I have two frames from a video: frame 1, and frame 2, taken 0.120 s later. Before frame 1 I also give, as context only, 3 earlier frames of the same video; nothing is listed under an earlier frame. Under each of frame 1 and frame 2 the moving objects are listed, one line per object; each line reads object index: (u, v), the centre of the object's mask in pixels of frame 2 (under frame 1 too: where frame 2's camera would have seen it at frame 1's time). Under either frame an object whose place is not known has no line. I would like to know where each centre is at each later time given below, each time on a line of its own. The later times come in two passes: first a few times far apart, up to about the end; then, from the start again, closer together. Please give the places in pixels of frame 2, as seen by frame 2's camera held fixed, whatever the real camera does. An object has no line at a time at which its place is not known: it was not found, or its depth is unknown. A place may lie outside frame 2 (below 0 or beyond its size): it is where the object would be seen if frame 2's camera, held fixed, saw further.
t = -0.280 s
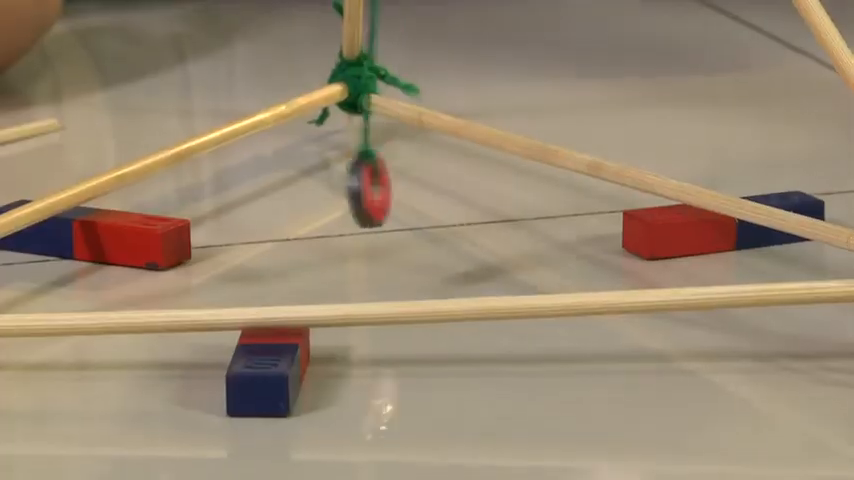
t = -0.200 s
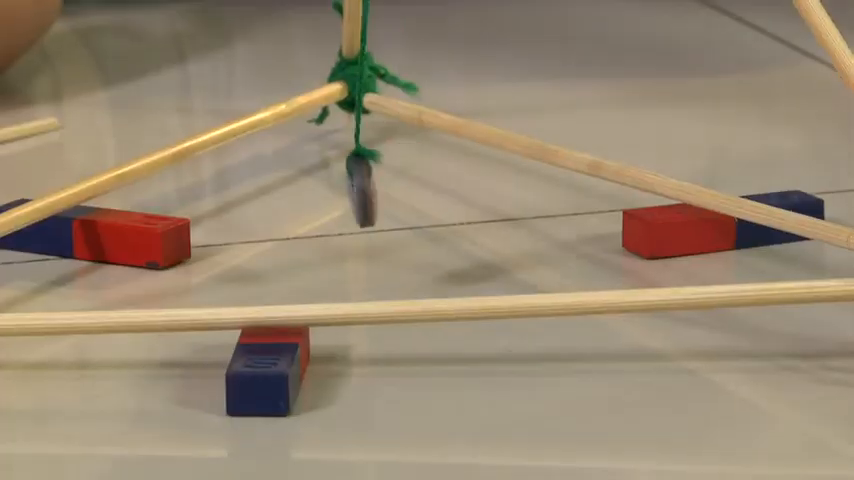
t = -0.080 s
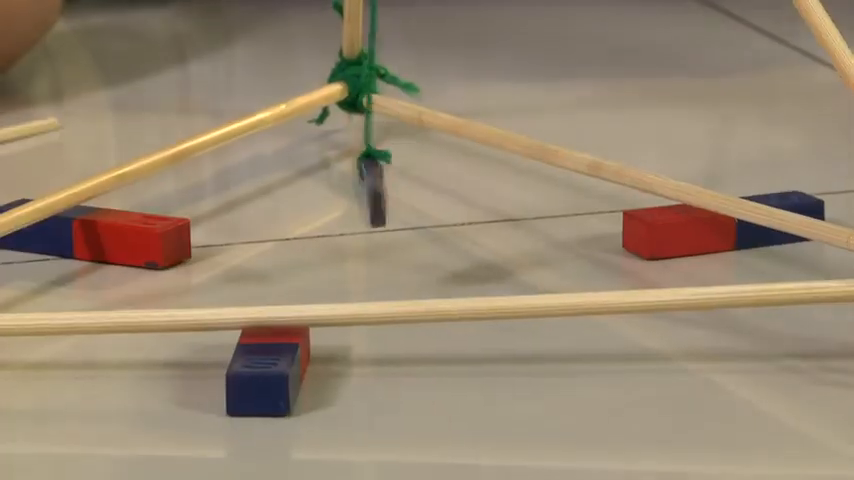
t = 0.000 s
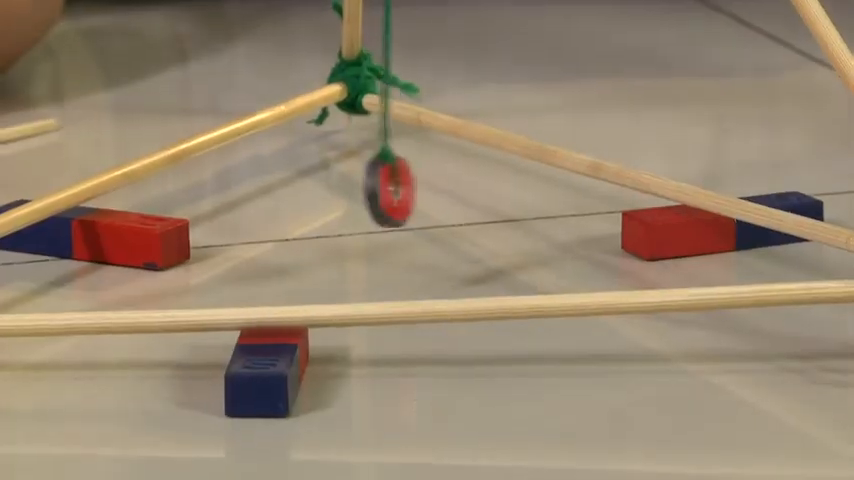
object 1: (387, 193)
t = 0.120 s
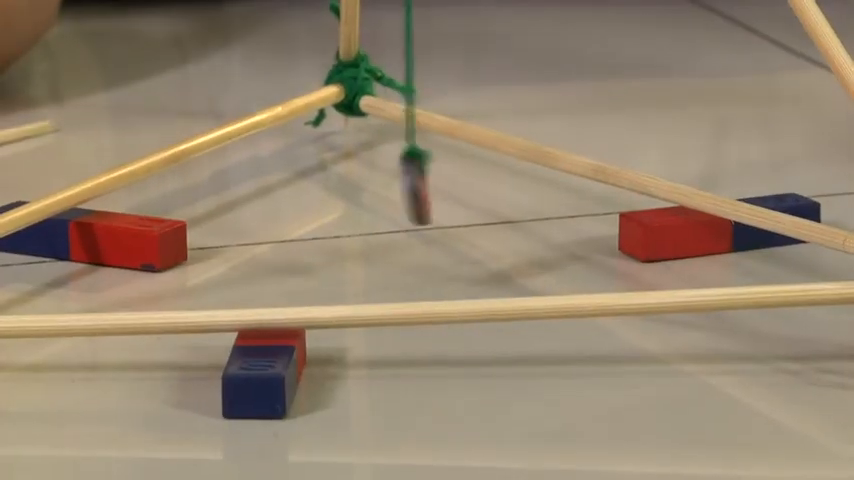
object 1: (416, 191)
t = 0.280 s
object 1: (436, 190)
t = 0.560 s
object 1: (437, 191)
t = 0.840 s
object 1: (384, 195)
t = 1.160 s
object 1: (381, 191)
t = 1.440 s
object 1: (415, 183)
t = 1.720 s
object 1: (379, 192)
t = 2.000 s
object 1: (383, 197)
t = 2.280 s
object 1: (428, 192)
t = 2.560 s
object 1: (421, 188)
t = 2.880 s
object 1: (364, 193)
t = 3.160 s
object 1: (381, 191)
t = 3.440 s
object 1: (424, 189)
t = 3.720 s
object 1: (418, 194)
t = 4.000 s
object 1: (380, 197)
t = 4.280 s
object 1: (390, 192)
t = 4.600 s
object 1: (410, 187)
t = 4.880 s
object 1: (378, 193)
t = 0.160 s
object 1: (424, 188)
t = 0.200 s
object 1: (431, 188)
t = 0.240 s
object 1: (434, 188)
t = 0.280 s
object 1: (436, 190)
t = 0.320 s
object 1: (440, 189)
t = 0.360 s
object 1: (442, 190)
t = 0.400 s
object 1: (441, 190)
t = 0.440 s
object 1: (443, 188)
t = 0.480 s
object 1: (442, 188)
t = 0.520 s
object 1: (440, 190)
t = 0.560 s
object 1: (437, 191)
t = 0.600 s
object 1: (429, 192)
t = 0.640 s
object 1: (423, 193)
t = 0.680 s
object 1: (412, 195)
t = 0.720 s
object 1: (409, 194)
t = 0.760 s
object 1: (398, 192)
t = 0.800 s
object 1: (390, 195)
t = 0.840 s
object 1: (384, 195)
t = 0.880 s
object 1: (376, 193)
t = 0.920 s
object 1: (369, 196)
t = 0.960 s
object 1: (367, 196)
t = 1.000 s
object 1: (366, 195)
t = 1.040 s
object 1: (368, 194)
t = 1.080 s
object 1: (372, 193)
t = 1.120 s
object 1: (376, 192)
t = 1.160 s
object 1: (381, 191)
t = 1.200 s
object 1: (390, 191)
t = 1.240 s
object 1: (395, 189)
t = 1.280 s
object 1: (401, 187)
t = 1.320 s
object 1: (407, 187)
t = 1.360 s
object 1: (411, 186)
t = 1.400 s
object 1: (414, 183)
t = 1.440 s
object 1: (415, 183)
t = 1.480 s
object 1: (412, 186)
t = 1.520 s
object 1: (407, 186)
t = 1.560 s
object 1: (403, 188)
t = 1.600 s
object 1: (396, 189)
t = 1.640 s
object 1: (391, 191)
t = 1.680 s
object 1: (382, 192)
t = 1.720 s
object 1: (379, 192)
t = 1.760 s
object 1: (375, 195)
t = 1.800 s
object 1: (371, 194)
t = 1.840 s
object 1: (367, 198)
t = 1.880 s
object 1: (368, 197)
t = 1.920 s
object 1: (370, 197)
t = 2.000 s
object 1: (383, 197)
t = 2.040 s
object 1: (389, 199)
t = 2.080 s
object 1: (395, 194)
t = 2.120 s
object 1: (404, 196)
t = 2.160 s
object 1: (409, 197)
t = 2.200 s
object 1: (417, 195)
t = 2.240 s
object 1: (423, 194)
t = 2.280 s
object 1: (428, 192)
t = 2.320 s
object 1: (431, 191)
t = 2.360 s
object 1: (433, 190)
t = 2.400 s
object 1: (431, 189)
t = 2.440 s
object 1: (429, 189)
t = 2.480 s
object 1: (424, 190)
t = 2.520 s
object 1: (425, 189)
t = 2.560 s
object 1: (421, 188)
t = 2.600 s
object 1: (418, 188)
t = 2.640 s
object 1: (413, 188)
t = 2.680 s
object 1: (407, 188)
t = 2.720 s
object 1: (398, 188)
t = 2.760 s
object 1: (390, 191)
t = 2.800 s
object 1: (379, 191)
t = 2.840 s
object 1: (372, 191)
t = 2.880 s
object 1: (364, 193)
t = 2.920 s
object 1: (362, 190)
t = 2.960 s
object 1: (359, 192)
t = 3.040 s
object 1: (362, 190)
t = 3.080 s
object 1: (365, 194)
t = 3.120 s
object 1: (373, 192)
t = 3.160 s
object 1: (381, 191)
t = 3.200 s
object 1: (392, 190)
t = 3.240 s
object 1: (400, 187)
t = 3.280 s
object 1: (408, 187)
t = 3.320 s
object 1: (414, 188)
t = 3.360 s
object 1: (419, 188)
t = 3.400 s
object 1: (420, 188)
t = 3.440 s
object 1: (424, 189)
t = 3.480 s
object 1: (426, 190)
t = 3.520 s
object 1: (426, 189)
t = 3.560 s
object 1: (428, 190)
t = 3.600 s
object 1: (428, 191)
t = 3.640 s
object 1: (426, 191)
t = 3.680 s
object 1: (423, 193)
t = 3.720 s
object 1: (418, 194)
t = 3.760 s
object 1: (413, 195)
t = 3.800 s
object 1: (406, 196)
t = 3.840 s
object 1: (403, 196)
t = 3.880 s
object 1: (395, 195)
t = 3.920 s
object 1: (390, 196)
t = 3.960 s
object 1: (386, 196)
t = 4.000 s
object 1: (380, 197)
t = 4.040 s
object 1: (376, 199)
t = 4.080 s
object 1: (376, 198)
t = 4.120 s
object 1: (376, 196)
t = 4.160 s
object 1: (379, 194)
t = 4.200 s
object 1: (383, 193)
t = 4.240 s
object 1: (389, 193)
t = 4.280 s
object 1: (390, 192)
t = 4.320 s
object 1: (397, 191)
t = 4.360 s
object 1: (401, 190)
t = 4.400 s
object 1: (406, 188)
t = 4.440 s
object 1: (410, 187)
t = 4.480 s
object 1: (412, 188)
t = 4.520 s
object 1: (414, 186)
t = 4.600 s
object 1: (410, 187)
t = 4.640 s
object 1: (406, 188)
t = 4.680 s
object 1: (402, 189)
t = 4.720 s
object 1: (396, 190)
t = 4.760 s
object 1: (391, 191)
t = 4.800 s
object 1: (386, 190)
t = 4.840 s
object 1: (381, 193)
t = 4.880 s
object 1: (378, 193)
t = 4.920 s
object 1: (375, 192)
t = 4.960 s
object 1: (372, 196)
